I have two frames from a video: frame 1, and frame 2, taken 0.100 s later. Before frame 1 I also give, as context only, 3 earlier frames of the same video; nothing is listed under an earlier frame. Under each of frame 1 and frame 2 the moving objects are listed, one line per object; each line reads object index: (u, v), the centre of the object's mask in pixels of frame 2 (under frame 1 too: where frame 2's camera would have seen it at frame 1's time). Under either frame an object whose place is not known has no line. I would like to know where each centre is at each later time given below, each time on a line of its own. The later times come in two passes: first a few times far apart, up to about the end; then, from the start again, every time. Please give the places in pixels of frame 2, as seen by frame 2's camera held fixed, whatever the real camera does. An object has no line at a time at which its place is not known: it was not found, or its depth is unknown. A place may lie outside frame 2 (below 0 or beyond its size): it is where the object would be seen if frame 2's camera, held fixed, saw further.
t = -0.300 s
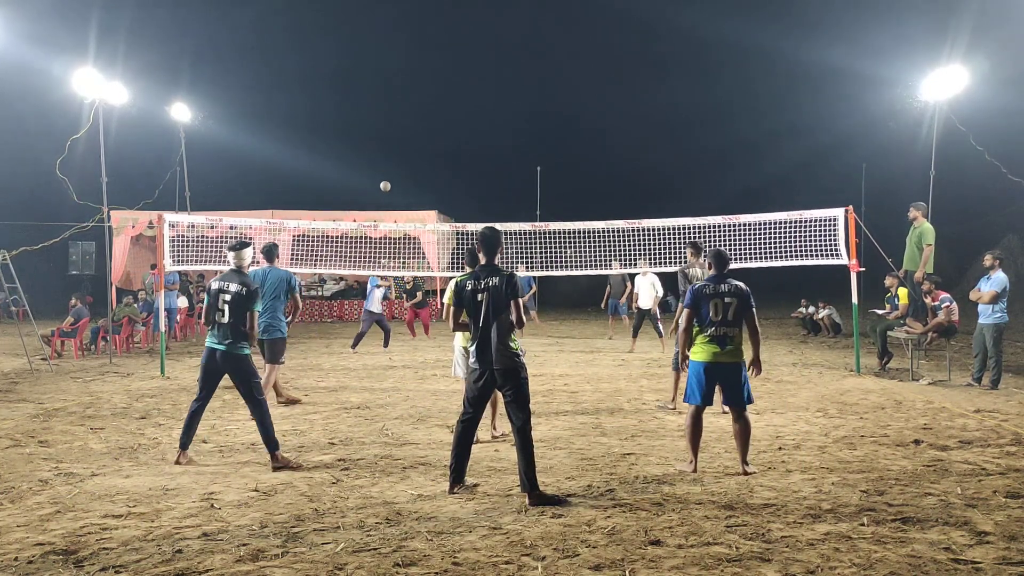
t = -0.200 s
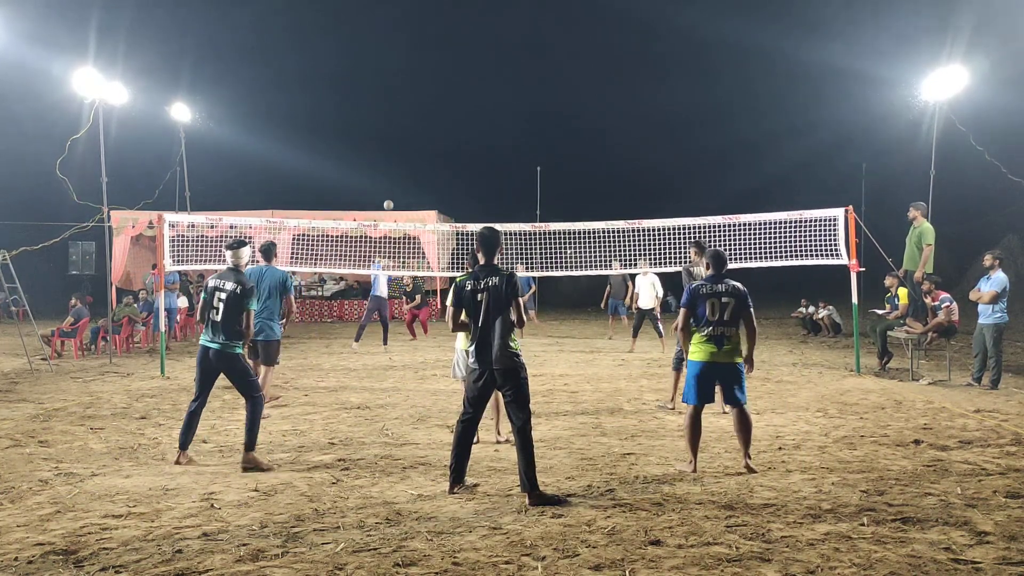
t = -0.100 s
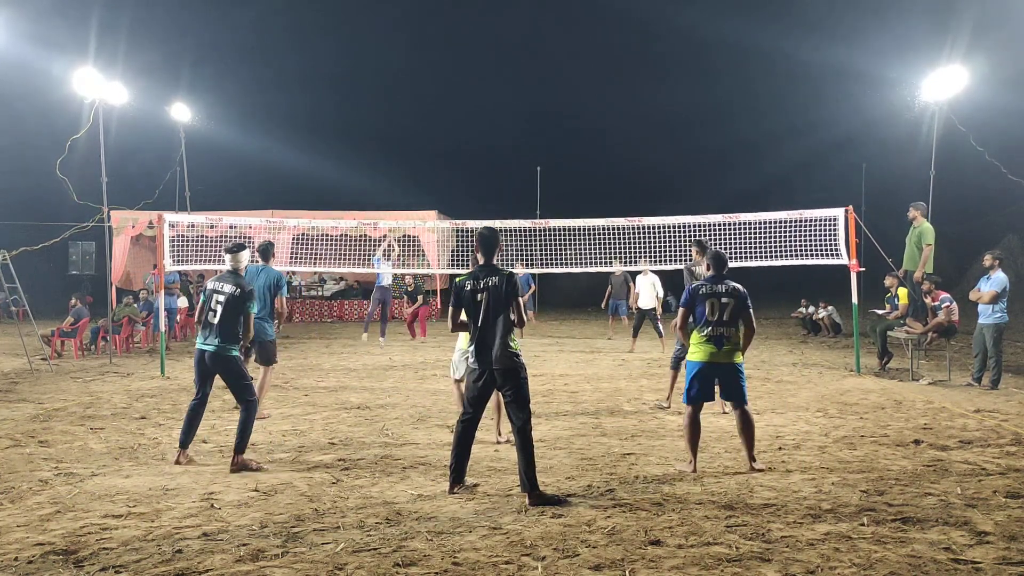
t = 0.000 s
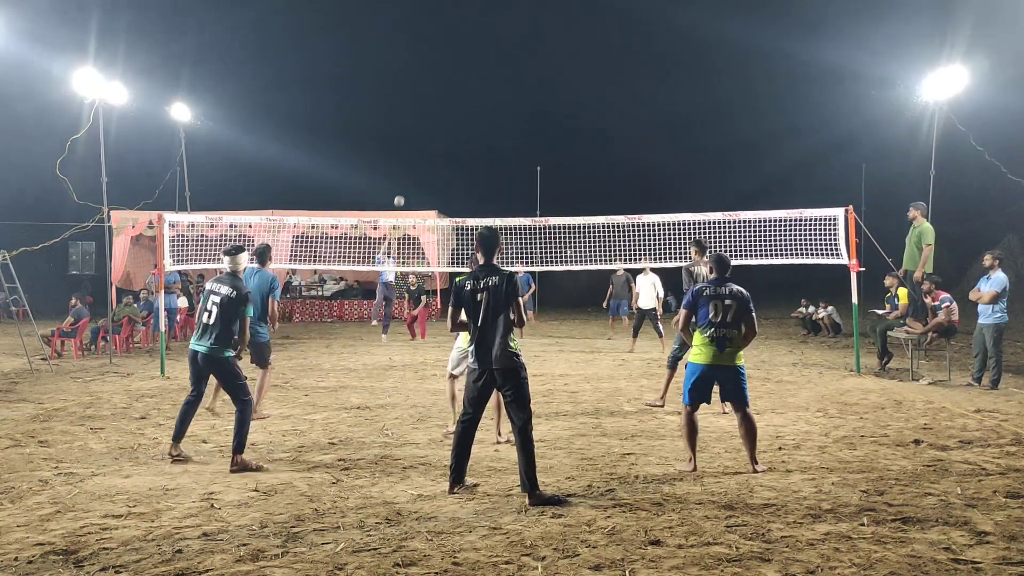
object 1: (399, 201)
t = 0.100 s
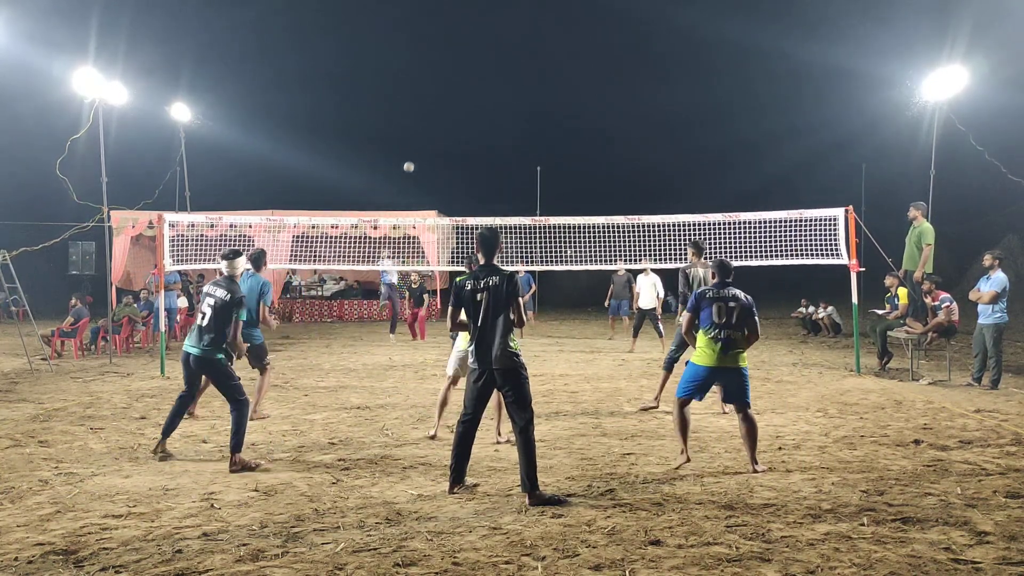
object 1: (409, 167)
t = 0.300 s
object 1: (433, 108)
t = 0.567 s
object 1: (476, 55)
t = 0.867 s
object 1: (544, 48)
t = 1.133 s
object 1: (631, 122)
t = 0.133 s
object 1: (412, 156)
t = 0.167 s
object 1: (416, 146)
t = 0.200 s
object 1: (420, 136)
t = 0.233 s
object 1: (424, 126)
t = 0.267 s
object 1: (428, 117)
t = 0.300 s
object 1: (433, 108)
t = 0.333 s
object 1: (437, 100)
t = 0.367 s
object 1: (442, 91)
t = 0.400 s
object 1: (447, 84)
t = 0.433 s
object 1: (453, 77)
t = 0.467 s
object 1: (458, 71)
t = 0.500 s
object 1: (464, 65)
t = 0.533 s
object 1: (469, 59)
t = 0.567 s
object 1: (476, 55)
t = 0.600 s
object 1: (482, 50)
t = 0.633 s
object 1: (489, 47)
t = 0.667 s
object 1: (496, 45)
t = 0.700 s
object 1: (503, 43)
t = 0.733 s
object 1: (510, 42)
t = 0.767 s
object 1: (518, 42)
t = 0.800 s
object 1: (526, 43)
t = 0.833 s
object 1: (535, 45)
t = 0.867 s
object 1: (544, 48)
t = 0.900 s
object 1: (553, 52)
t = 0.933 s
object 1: (563, 58)
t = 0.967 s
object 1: (573, 65)
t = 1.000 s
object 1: (583, 73)
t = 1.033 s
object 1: (595, 83)
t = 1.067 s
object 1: (606, 94)
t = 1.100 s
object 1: (619, 107)
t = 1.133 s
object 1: (631, 122)
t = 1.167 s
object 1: (645, 139)
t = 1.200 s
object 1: (659, 158)
